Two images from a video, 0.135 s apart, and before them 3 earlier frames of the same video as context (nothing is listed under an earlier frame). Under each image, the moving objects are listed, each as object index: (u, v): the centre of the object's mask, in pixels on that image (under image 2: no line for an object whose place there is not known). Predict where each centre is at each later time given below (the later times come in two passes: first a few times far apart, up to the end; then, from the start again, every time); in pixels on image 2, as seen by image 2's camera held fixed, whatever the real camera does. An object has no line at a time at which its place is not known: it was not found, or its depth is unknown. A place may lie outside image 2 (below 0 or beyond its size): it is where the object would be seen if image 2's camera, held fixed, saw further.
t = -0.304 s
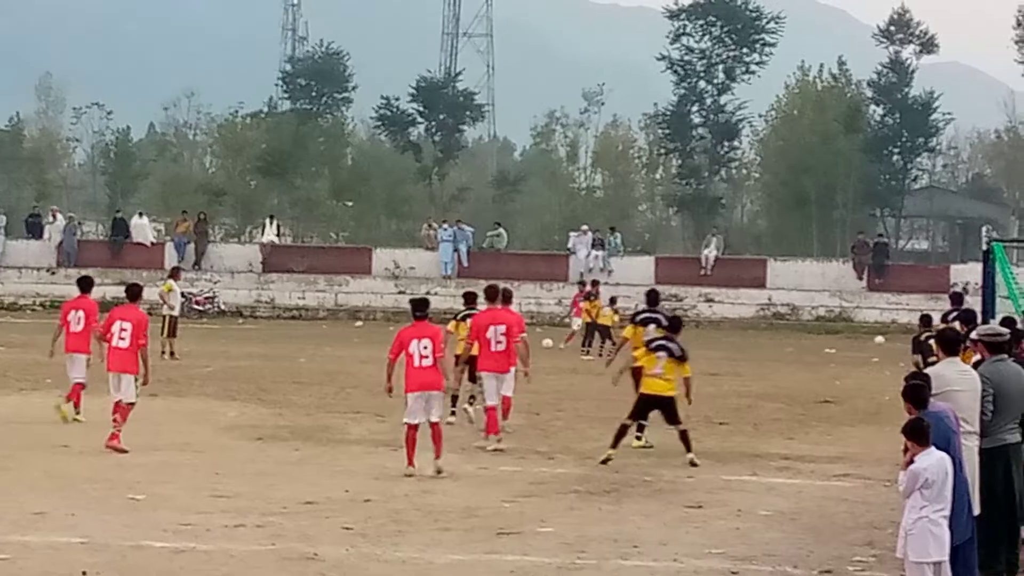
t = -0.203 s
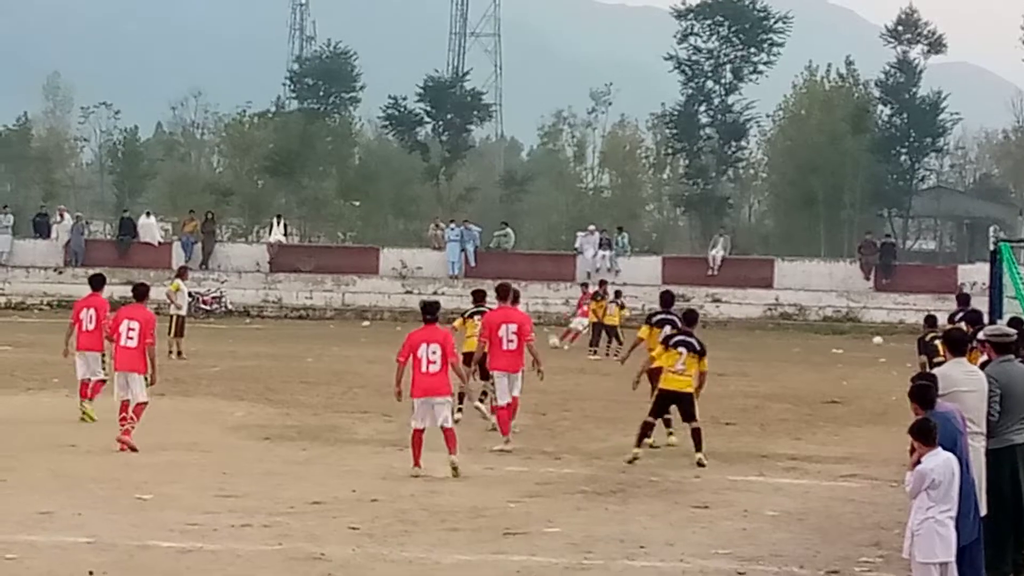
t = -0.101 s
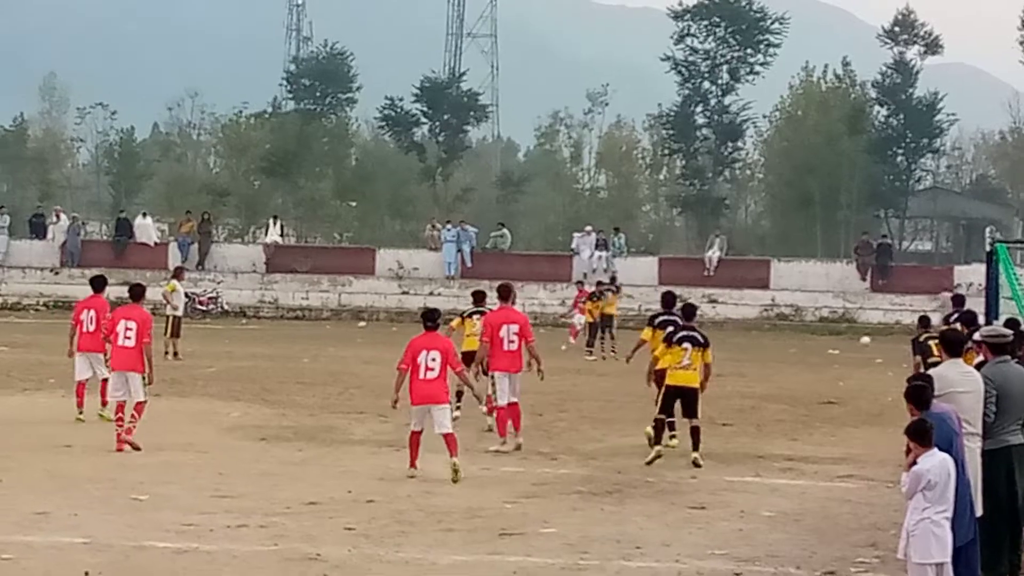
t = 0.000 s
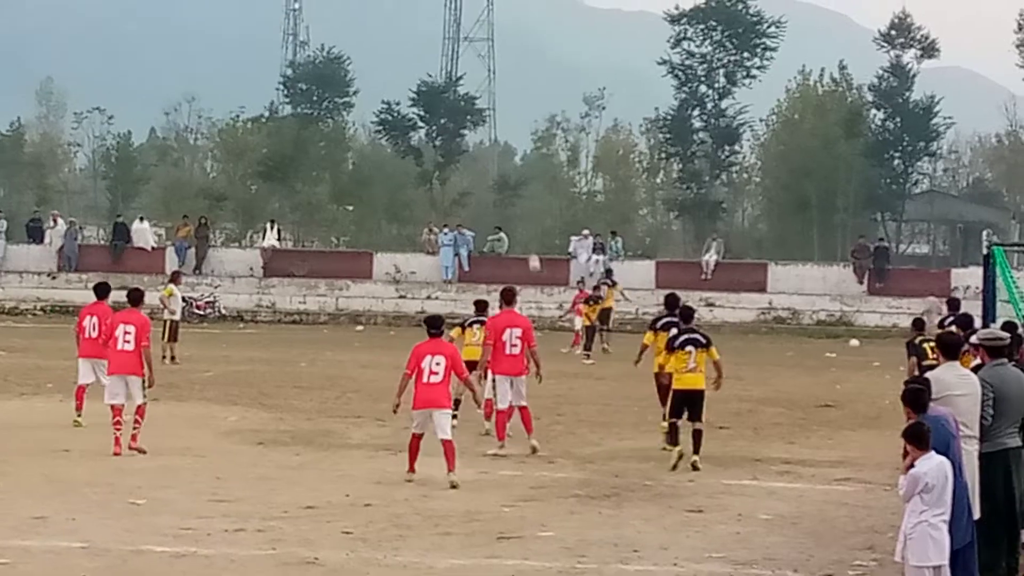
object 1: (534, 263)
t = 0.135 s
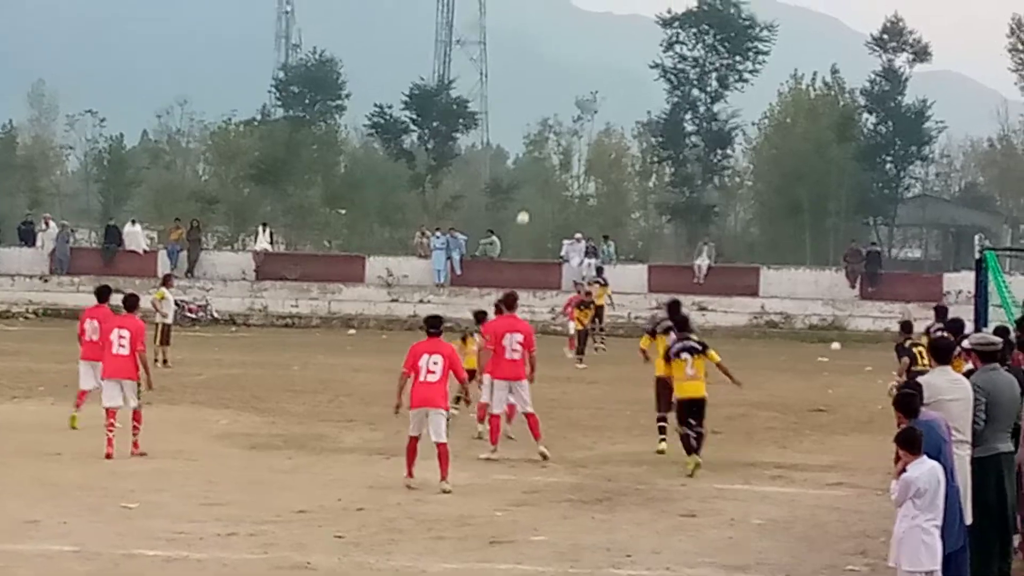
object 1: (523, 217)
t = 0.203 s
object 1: (522, 195)
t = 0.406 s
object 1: (525, 133)
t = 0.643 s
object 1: (541, 79)
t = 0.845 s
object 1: (561, 58)
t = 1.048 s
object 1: (590, 59)
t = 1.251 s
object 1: (628, 83)
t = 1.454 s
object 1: (673, 138)
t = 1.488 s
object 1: (681, 151)
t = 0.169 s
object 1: (522, 206)
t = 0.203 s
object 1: (522, 195)
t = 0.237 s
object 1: (522, 184)
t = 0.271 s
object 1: (522, 173)
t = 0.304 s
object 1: (523, 163)
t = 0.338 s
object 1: (523, 152)
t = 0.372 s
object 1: (524, 143)
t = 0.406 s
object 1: (525, 133)
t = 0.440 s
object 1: (527, 125)
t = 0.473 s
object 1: (528, 116)
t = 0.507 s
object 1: (530, 108)
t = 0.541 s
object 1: (531, 100)
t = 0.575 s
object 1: (534, 92)
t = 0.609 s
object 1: (538, 85)
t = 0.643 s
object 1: (541, 79)
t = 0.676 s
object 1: (544, 74)
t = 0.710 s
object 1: (547, 69)
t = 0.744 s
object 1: (550, 66)
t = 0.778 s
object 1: (553, 63)
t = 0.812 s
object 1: (557, 60)
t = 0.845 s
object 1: (561, 58)
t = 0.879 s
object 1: (565, 56)
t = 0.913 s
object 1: (569, 56)
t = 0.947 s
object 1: (574, 56)
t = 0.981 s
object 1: (579, 56)
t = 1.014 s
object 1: (584, 57)
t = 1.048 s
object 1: (590, 59)
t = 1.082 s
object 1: (596, 62)
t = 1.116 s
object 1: (602, 64)
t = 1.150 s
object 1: (608, 68)
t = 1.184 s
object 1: (615, 72)
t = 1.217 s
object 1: (622, 77)
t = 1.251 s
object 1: (628, 83)
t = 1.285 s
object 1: (636, 90)
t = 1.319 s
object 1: (643, 97)
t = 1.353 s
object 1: (650, 107)
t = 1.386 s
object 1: (657, 116)
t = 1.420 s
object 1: (665, 126)
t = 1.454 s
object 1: (673, 138)
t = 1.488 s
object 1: (681, 151)
